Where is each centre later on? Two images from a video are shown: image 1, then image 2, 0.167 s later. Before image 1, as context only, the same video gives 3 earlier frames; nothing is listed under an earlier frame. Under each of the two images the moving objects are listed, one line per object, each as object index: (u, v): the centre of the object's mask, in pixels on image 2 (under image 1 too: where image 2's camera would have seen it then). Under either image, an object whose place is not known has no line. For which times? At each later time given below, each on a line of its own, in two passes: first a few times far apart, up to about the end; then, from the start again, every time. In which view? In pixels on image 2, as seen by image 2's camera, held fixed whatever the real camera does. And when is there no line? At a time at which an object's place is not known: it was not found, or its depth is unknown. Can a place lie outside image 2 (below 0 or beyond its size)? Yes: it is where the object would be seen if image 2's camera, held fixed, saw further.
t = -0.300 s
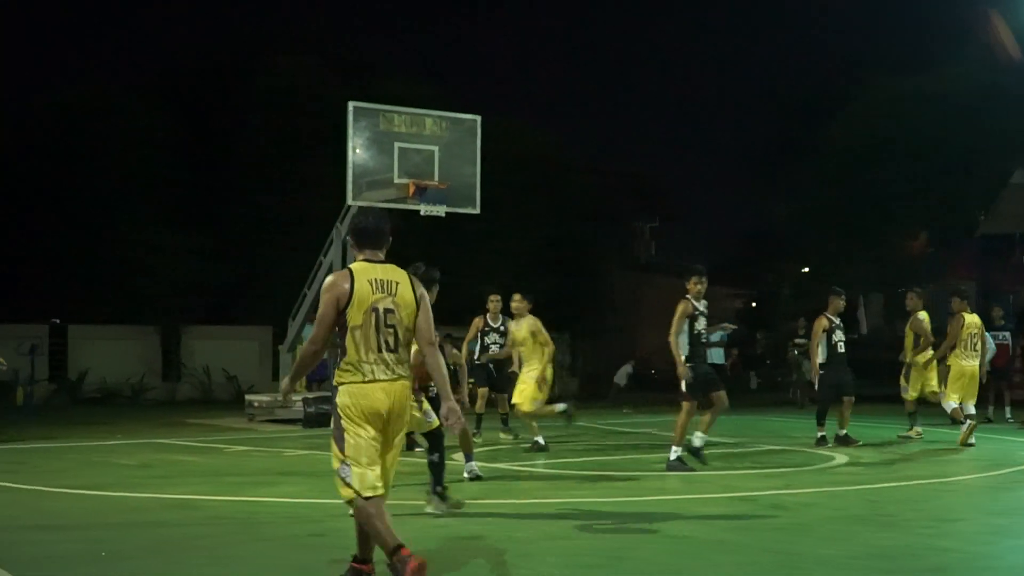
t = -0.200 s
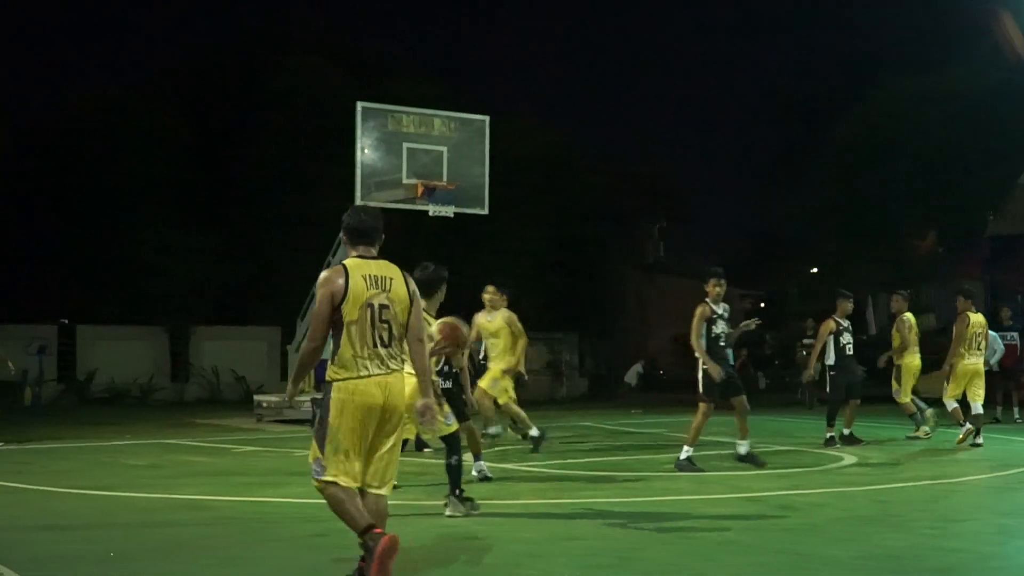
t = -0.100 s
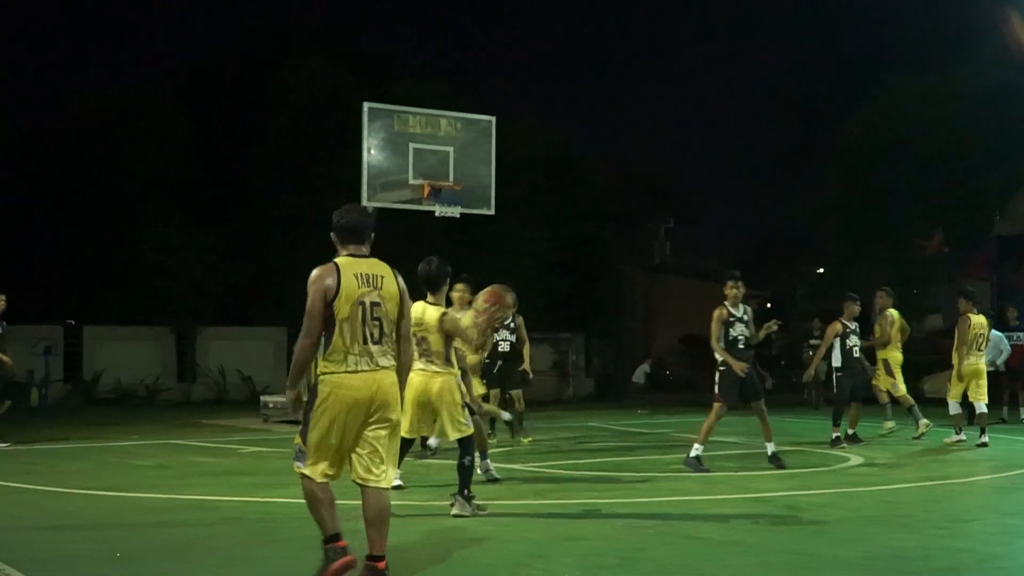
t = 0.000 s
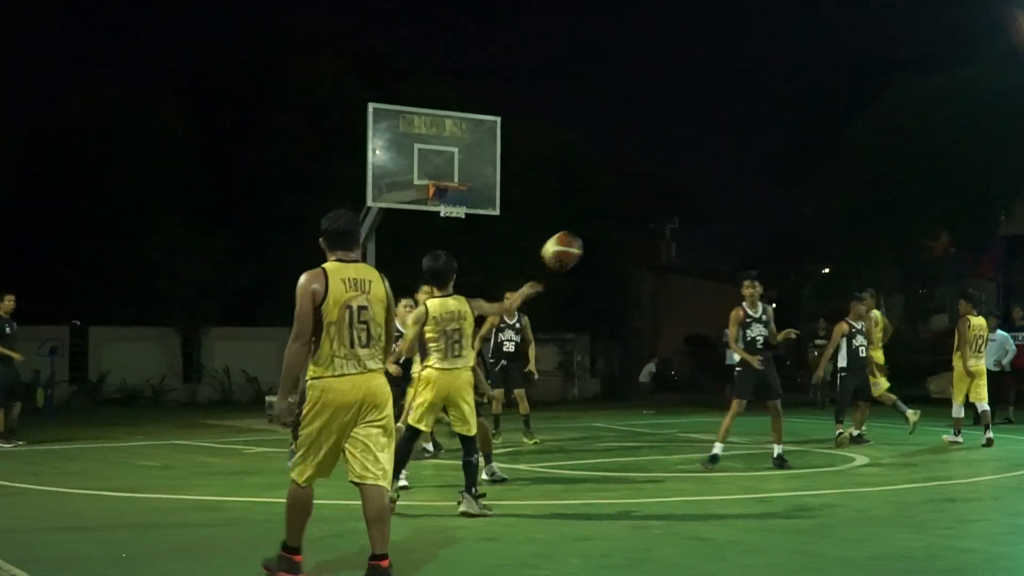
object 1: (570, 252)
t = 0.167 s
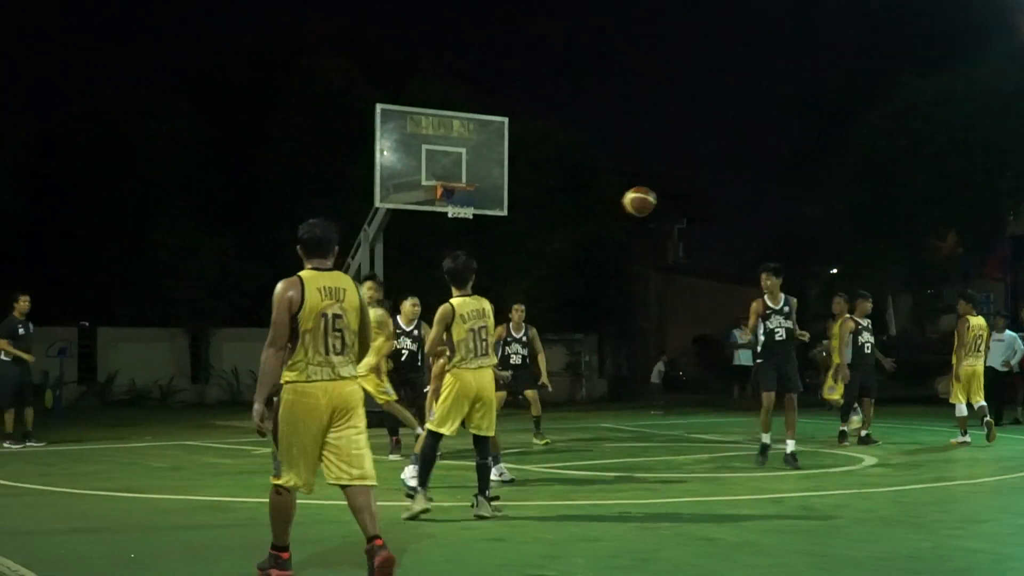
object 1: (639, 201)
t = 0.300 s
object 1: (681, 191)
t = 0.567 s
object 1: (743, 219)
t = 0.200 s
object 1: (651, 197)
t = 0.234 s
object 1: (661, 194)
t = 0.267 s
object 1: (671, 192)
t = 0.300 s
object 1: (681, 191)
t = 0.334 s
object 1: (690, 191)
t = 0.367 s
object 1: (699, 193)
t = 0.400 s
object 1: (707, 195)
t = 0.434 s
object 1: (715, 198)
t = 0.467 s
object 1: (722, 203)
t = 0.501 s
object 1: (730, 208)
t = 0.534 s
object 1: (736, 213)
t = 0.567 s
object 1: (743, 219)
